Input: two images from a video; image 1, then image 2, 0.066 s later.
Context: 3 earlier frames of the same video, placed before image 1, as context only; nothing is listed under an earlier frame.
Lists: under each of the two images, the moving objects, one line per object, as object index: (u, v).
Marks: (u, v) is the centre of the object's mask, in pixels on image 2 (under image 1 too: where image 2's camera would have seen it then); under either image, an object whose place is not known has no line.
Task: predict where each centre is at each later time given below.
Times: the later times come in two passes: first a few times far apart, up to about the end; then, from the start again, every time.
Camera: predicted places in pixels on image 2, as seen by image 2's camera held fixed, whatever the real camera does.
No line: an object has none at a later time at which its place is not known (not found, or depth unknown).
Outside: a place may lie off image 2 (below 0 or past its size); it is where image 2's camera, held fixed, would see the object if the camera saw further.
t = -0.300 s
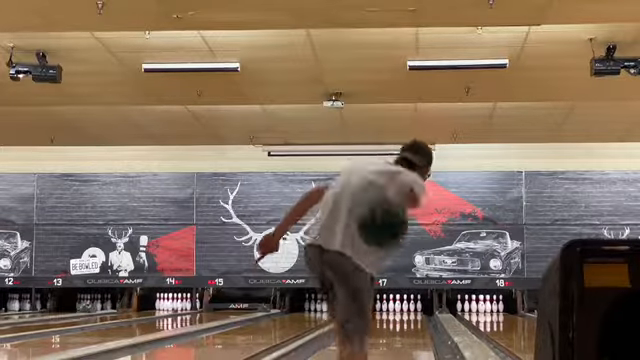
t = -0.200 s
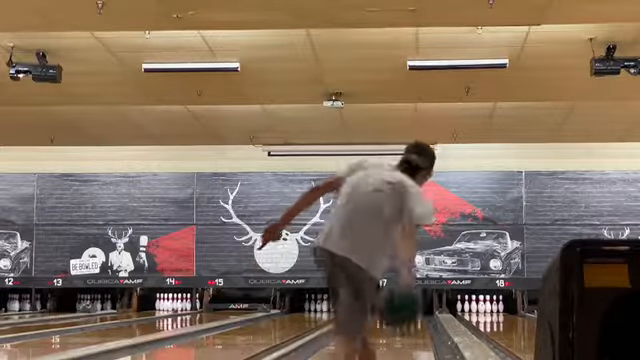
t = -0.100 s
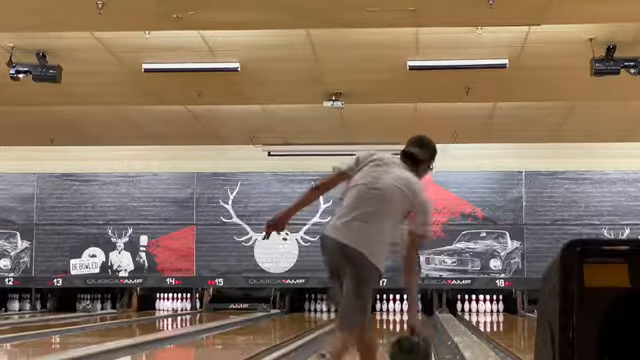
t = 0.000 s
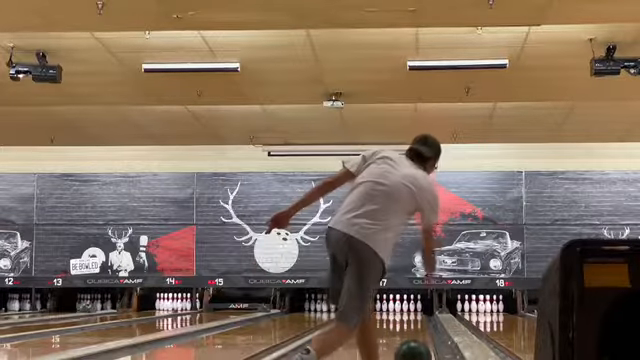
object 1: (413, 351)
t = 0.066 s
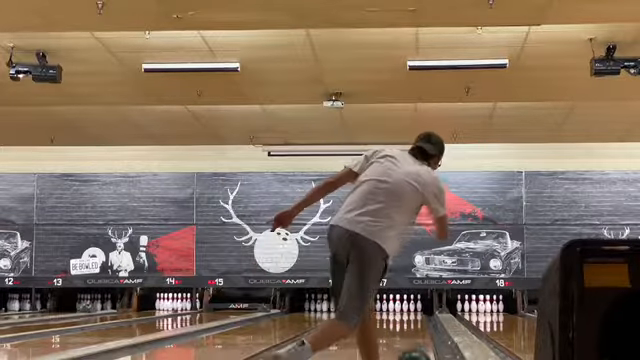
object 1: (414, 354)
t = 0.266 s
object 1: (415, 351)
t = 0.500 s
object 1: (417, 341)
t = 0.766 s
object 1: (417, 333)
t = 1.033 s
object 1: (416, 326)
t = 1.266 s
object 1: (415, 320)
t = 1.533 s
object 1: (413, 319)
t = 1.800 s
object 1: (412, 312)
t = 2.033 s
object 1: (410, 310)
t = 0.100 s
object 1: (415, 355)
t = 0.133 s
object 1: (415, 353)
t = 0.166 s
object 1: (415, 353)
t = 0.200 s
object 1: (415, 353)
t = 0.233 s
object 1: (416, 352)
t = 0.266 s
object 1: (415, 351)
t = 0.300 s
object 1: (416, 350)
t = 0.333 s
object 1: (416, 349)
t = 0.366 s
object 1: (416, 348)
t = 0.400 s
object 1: (416, 347)
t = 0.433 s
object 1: (417, 343)
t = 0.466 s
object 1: (417, 344)
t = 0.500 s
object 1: (417, 341)
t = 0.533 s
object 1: (417, 340)
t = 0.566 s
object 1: (417, 339)
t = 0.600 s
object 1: (417, 337)
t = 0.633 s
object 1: (416, 336)
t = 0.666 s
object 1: (417, 336)
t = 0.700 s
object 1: (417, 335)
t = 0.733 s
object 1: (417, 332)
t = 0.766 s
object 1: (417, 333)
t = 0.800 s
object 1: (417, 329)
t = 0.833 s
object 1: (416, 329)
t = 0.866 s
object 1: (416, 328)
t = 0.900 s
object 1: (416, 327)
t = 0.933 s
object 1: (416, 327)
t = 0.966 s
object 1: (416, 327)
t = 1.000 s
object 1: (416, 326)
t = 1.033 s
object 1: (416, 326)
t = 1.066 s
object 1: (415, 326)
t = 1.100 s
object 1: (415, 325)
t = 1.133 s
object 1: (416, 323)
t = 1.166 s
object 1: (416, 322)
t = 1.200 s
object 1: (415, 321)
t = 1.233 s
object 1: (415, 321)
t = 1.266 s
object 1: (415, 320)
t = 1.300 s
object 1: (415, 320)
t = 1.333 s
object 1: (414, 319)
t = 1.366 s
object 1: (414, 319)
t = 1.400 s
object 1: (414, 319)
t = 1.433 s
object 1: (414, 318)
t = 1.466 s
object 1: (413, 318)
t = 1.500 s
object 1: (414, 319)
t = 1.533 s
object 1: (413, 319)
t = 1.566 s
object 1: (413, 318)
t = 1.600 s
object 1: (413, 318)
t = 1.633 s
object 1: (412, 318)
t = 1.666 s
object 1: (412, 316)
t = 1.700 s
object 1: (412, 314)
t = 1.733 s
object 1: (412, 313)
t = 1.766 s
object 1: (412, 313)
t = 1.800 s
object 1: (412, 312)
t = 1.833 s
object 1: (411, 312)
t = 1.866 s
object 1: (411, 312)
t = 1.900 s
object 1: (411, 312)
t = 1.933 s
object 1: (411, 312)
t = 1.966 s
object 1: (411, 311)
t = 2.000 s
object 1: (410, 311)
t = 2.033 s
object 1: (410, 310)
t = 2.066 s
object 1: (409, 311)
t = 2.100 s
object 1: (408, 311)
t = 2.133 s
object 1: (407, 309)
